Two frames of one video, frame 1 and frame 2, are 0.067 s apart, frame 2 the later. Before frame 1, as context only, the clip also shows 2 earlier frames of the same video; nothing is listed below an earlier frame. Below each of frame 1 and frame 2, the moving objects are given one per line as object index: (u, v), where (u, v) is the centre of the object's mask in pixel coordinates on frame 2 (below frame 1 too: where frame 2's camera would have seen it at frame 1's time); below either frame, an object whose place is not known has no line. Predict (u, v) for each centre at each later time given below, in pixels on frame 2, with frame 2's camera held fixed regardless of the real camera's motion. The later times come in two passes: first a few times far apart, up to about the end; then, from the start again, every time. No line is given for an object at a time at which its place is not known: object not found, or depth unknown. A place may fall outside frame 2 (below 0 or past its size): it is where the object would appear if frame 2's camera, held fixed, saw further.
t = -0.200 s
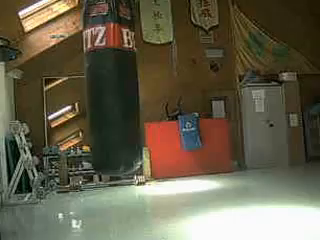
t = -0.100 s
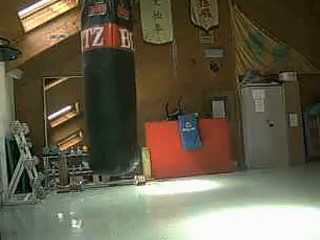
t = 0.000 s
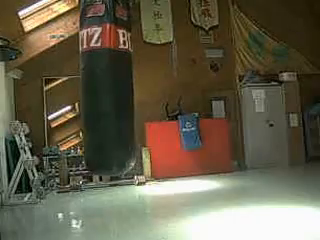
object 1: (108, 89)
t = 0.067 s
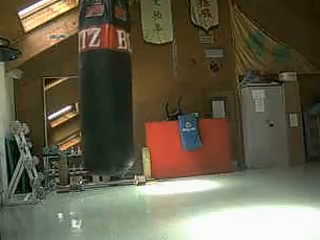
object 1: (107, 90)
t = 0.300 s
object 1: (104, 88)
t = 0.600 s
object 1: (104, 88)
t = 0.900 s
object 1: (109, 88)
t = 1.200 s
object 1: (116, 88)
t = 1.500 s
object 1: (122, 88)
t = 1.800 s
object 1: (123, 88)
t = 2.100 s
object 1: (121, 89)
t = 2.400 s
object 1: (117, 88)
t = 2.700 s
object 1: (109, 89)
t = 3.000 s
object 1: (104, 90)
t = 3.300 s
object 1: (103, 89)
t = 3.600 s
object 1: (107, 89)
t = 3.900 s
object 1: (113, 88)
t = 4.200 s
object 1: (118, 88)
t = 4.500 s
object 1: (121, 90)
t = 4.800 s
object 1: (120, 90)
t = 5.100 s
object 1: (116, 90)
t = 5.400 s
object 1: (110, 92)
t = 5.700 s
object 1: (105, 93)
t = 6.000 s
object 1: (103, 91)
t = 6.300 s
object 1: (106, 90)
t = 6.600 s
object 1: (113, 89)
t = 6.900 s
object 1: (118, 90)
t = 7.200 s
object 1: (121, 90)
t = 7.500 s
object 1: (122, 91)
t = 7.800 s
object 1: (119, 91)
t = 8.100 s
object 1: (113, 92)
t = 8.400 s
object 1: (111, 93)
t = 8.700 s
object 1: (108, 92)
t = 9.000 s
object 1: (109, 91)
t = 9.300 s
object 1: (112, 90)
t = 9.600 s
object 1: (117, 90)
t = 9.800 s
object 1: (121, 90)
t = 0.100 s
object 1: (106, 90)
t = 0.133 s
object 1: (106, 90)
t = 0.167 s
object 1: (106, 90)
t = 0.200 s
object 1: (105, 90)
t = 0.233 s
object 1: (104, 88)
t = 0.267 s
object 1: (104, 88)
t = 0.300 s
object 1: (104, 88)
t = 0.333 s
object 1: (104, 88)
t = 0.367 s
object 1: (103, 88)
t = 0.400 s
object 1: (103, 88)
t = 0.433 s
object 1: (103, 88)
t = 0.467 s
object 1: (104, 88)
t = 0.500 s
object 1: (104, 88)
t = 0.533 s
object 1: (104, 88)
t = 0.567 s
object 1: (104, 88)
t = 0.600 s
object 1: (104, 88)
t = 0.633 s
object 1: (105, 89)
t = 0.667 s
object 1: (105, 89)
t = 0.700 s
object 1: (106, 89)
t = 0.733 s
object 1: (106, 89)
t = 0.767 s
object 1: (107, 88)
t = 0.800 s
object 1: (108, 88)
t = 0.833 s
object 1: (108, 88)
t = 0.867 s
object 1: (109, 88)
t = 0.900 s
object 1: (109, 88)
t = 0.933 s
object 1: (110, 88)
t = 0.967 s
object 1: (111, 88)
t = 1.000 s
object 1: (111, 88)
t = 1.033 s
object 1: (112, 88)
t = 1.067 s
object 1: (113, 88)
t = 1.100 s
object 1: (114, 88)
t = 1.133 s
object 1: (114, 88)
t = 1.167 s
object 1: (115, 88)
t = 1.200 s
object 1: (116, 88)
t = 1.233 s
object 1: (116, 88)
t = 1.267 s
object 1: (117, 87)
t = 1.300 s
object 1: (118, 87)
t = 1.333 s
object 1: (118, 87)
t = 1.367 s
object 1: (119, 88)
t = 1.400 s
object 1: (120, 88)
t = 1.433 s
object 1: (121, 88)
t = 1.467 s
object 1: (121, 88)
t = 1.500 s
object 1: (122, 88)
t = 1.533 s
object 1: (122, 88)
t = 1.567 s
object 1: (122, 88)
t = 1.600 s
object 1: (122, 88)
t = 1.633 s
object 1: (122, 88)
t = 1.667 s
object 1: (122, 88)
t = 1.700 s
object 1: (122, 88)
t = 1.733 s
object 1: (122, 88)
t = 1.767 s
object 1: (123, 88)
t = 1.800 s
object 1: (123, 88)
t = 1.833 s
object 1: (123, 88)
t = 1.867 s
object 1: (122, 88)
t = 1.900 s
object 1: (122, 89)
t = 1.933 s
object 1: (122, 88)
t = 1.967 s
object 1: (122, 89)
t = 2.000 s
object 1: (122, 88)
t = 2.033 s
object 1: (122, 88)
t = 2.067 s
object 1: (121, 89)
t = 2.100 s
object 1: (121, 89)
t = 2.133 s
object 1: (120, 88)
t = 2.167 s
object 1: (119, 88)
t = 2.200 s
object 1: (119, 88)
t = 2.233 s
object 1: (118, 88)
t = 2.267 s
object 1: (118, 89)
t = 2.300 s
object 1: (118, 88)
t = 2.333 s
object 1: (118, 88)
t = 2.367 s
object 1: (117, 88)
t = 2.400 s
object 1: (117, 88)
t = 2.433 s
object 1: (116, 88)
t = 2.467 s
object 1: (115, 88)
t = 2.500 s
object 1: (114, 88)
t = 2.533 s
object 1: (113, 88)
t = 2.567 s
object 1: (112, 88)
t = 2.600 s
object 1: (111, 89)
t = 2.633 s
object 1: (111, 88)
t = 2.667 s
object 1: (110, 88)
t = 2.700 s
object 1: (109, 89)
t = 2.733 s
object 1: (109, 89)
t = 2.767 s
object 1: (108, 89)
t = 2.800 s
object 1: (107, 89)
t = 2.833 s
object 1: (106, 89)
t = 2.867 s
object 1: (106, 90)
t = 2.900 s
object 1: (106, 90)
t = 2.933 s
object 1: (105, 90)
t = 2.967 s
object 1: (105, 90)
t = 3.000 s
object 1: (104, 90)
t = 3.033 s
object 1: (104, 90)
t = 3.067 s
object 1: (104, 90)
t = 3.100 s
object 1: (103, 88)
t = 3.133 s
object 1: (103, 90)
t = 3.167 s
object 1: (103, 88)
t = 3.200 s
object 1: (103, 88)
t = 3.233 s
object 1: (103, 88)
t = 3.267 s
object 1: (103, 88)
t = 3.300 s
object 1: (103, 89)
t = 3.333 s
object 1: (103, 88)
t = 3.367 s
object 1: (103, 89)
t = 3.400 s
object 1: (103, 88)
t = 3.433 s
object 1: (104, 89)
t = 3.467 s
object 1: (104, 88)
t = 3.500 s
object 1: (105, 89)
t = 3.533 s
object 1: (106, 89)
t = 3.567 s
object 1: (106, 89)
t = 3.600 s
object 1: (107, 89)
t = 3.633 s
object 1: (107, 88)
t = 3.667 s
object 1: (108, 88)
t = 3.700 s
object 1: (108, 89)
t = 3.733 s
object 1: (109, 88)
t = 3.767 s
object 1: (110, 89)
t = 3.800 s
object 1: (110, 88)
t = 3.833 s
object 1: (111, 88)
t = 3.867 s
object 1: (112, 88)
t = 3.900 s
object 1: (113, 88)
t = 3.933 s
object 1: (113, 88)
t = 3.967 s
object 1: (114, 88)
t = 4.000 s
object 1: (114, 88)
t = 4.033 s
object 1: (115, 88)
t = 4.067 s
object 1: (115, 88)
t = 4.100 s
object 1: (116, 88)
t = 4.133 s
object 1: (116, 89)
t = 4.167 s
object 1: (117, 89)
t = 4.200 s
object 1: (118, 88)
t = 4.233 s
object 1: (118, 88)
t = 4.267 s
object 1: (119, 88)
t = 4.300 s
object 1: (119, 89)
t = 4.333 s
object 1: (120, 89)
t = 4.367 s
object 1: (120, 89)
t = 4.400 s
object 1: (120, 89)
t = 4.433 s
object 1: (120, 90)
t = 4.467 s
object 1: (120, 90)
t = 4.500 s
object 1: (121, 90)
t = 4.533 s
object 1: (121, 90)
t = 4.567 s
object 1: (121, 90)
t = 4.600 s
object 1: (121, 90)
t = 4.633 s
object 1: (121, 90)
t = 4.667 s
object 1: (121, 90)
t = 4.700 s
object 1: (121, 90)
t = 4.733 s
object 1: (121, 90)
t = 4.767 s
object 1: (120, 90)
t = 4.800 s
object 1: (120, 90)
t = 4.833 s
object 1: (120, 90)
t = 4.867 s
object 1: (120, 90)
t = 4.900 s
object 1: (119, 91)
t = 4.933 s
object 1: (119, 91)
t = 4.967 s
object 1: (119, 91)
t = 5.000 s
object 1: (118, 91)
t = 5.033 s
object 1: (118, 90)
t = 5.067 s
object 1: (117, 90)
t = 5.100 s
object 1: (116, 90)
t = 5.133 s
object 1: (116, 90)
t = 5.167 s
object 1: (115, 90)
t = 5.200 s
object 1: (114, 91)
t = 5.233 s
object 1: (114, 91)
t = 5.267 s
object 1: (113, 91)
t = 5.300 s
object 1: (112, 92)
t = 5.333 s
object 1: (112, 91)
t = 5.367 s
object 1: (111, 91)
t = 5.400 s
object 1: (110, 92)
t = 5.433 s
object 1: (110, 91)
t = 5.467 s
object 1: (109, 91)
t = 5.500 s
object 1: (108, 92)
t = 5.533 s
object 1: (108, 92)
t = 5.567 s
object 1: (107, 92)
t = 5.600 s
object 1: (106, 92)
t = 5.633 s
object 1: (106, 92)
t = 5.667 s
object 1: (106, 93)
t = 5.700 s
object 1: (105, 93)
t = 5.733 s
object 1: (105, 92)
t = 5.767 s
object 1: (105, 93)
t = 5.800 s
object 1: (104, 91)
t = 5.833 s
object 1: (104, 92)
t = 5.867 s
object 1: (103, 92)
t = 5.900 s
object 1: (103, 91)
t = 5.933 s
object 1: (103, 91)
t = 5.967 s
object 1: (103, 91)
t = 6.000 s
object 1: (103, 91)
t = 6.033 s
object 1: (103, 91)
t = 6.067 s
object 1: (103, 91)
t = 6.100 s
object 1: (104, 91)
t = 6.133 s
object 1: (104, 91)
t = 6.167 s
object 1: (104, 90)
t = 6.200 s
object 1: (105, 90)
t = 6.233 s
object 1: (105, 90)
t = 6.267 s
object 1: (105, 90)
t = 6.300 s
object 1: (106, 90)
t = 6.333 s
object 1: (107, 90)
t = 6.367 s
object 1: (107, 90)
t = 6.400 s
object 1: (108, 89)
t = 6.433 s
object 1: (109, 90)
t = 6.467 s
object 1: (110, 90)
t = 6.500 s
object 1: (111, 90)
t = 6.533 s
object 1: (111, 90)
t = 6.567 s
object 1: (112, 90)
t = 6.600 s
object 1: (113, 89)
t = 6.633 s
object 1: (113, 89)
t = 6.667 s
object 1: (114, 90)
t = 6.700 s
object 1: (115, 90)
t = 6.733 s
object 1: (116, 90)
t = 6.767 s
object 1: (117, 90)
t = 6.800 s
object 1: (117, 89)
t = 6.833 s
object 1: (118, 89)
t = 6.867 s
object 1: (118, 89)
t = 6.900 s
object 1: (118, 90)
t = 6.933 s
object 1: (118, 90)
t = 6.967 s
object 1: (119, 90)
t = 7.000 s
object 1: (120, 90)
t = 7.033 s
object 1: (120, 90)
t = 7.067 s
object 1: (120, 90)
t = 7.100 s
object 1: (121, 90)
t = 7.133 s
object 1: (121, 90)
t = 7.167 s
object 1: (121, 90)
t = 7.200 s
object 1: (121, 90)
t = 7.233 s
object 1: (122, 91)
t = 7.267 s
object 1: (122, 91)
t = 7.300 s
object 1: (122, 91)
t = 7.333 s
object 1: (122, 91)
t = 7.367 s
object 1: (122, 91)
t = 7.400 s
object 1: (122, 91)
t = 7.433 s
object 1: (122, 91)
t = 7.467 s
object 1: (122, 91)
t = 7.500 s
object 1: (122, 91)
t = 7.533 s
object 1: (122, 91)
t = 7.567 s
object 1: (121, 91)
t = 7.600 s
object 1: (121, 91)
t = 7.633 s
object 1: (121, 91)
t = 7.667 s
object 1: (121, 92)
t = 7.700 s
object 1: (121, 91)
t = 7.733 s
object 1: (121, 92)
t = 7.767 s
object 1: (120, 92)
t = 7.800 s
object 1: (119, 91)
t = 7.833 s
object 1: (119, 91)
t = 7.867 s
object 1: (118, 92)
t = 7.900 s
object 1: (117, 91)
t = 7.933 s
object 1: (117, 91)
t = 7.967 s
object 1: (116, 92)
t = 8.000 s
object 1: (116, 91)
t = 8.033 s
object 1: (115, 92)
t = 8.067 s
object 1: (115, 92)
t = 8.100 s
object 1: (113, 92)
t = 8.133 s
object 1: (113, 91)
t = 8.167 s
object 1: (113, 91)
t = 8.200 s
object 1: (113, 91)
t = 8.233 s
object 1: (113, 92)
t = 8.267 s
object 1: (113, 92)
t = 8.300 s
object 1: (113, 93)
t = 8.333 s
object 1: (113, 93)
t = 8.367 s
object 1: (113, 93)
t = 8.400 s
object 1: (111, 93)
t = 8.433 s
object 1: (111, 93)
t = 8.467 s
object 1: (109, 93)
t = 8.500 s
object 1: (109, 93)
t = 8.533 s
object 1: (108, 93)
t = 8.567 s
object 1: (109, 94)
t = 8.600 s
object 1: (109, 93)
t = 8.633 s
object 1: (109, 93)
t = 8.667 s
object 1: (109, 93)
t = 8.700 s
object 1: (108, 92)
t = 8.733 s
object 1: (108, 91)
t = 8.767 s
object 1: (109, 93)
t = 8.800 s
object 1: (108, 91)
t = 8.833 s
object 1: (108, 91)
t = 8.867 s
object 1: (108, 91)
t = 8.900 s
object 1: (108, 90)
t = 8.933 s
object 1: (108, 90)
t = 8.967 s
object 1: (108, 90)
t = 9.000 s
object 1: (109, 91)
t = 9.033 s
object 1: (108, 90)
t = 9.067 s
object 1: (109, 90)
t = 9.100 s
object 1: (109, 90)
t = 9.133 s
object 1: (109, 90)
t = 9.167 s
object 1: (110, 90)
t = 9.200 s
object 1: (110, 90)
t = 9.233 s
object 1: (111, 91)
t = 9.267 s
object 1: (112, 90)
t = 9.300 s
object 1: (112, 90)
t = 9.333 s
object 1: (113, 90)
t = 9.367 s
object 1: (114, 90)
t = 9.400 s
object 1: (114, 91)
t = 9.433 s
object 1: (115, 90)
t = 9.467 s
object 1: (115, 90)
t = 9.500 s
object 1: (116, 90)
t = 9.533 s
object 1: (116, 90)
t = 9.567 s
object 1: (117, 90)
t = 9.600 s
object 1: (117, 90)
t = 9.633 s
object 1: (118, 90)
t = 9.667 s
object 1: (120, 89)
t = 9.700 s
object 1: (120, 89)
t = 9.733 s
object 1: (121, 90)
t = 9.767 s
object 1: (121, 90)
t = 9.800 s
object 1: (121, 90)
